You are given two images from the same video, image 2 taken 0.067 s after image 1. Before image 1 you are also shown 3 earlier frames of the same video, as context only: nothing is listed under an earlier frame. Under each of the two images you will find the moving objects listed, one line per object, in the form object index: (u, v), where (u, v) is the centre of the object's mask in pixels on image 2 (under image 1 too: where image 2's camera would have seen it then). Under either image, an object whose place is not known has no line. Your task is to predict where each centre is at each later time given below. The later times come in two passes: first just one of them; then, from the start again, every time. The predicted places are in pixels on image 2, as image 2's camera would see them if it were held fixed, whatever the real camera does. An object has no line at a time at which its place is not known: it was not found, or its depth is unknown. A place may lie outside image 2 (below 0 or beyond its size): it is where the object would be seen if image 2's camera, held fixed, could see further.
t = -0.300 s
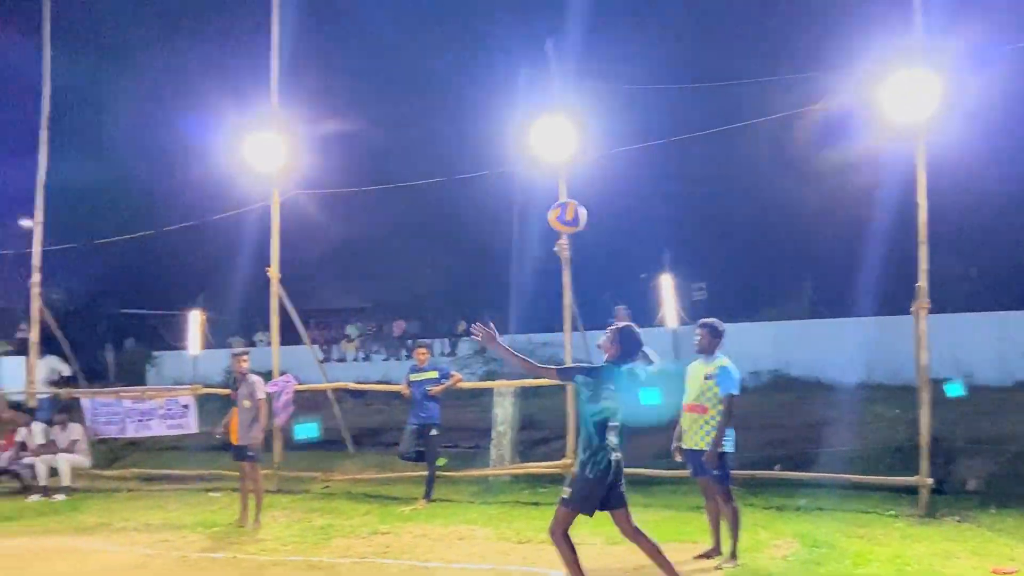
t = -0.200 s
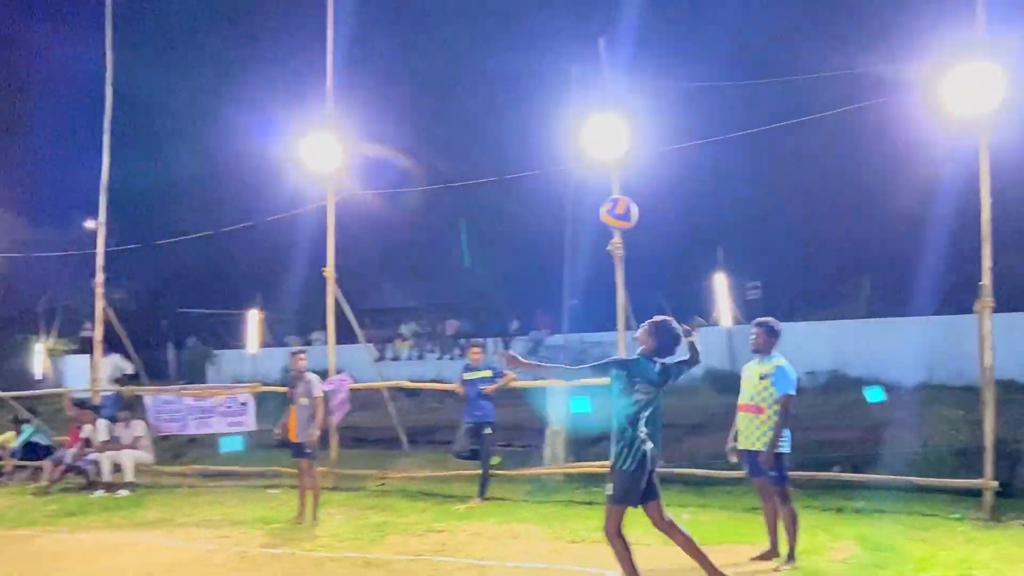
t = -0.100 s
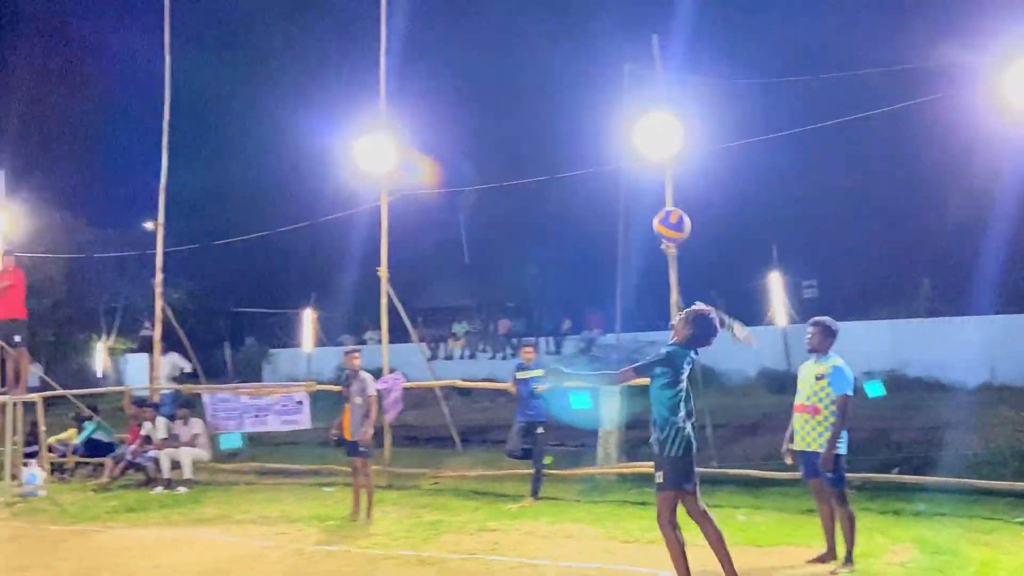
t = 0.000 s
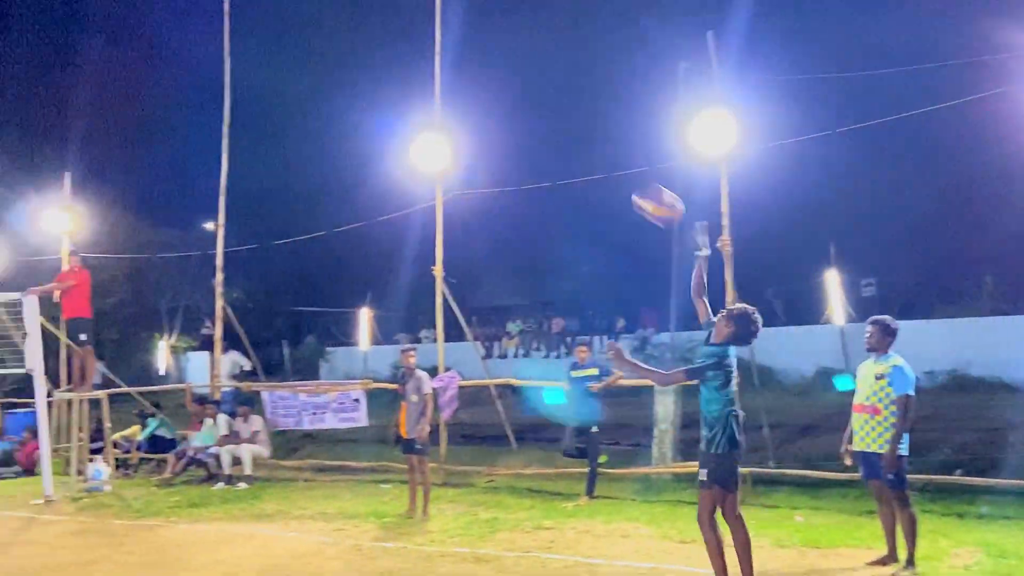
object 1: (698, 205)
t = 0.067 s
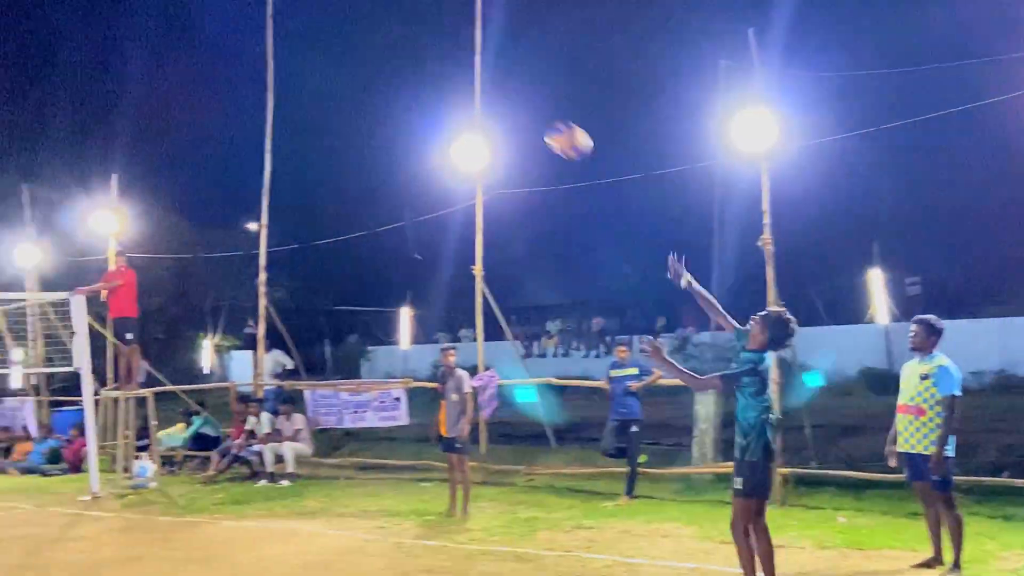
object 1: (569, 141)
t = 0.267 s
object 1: (244, -1)
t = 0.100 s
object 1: (508, 113)
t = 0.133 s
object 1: (451, 87)
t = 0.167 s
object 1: (396, 63)
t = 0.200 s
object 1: (344, 41)
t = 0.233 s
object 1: (294, 20)
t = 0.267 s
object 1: (244, -1)
